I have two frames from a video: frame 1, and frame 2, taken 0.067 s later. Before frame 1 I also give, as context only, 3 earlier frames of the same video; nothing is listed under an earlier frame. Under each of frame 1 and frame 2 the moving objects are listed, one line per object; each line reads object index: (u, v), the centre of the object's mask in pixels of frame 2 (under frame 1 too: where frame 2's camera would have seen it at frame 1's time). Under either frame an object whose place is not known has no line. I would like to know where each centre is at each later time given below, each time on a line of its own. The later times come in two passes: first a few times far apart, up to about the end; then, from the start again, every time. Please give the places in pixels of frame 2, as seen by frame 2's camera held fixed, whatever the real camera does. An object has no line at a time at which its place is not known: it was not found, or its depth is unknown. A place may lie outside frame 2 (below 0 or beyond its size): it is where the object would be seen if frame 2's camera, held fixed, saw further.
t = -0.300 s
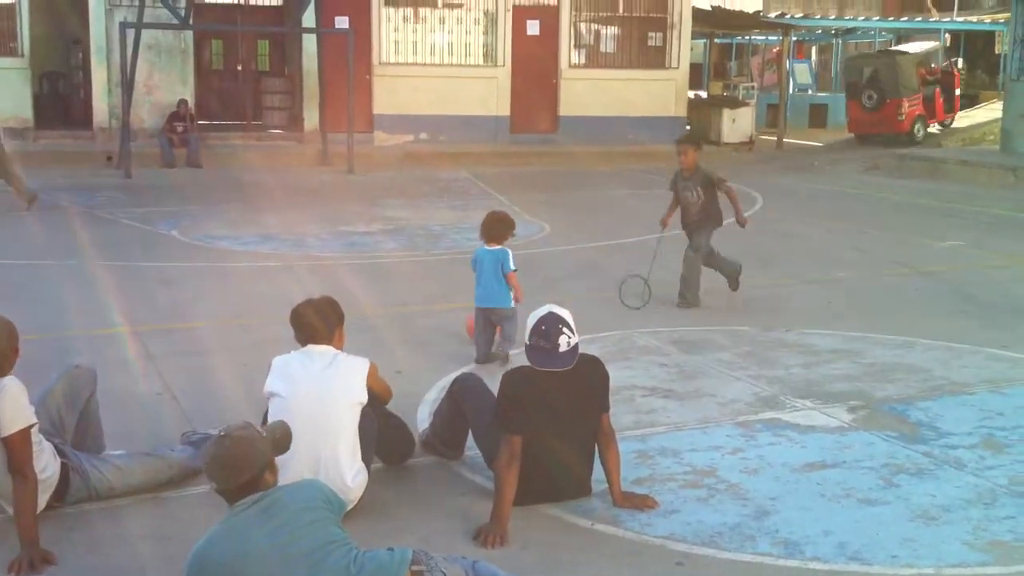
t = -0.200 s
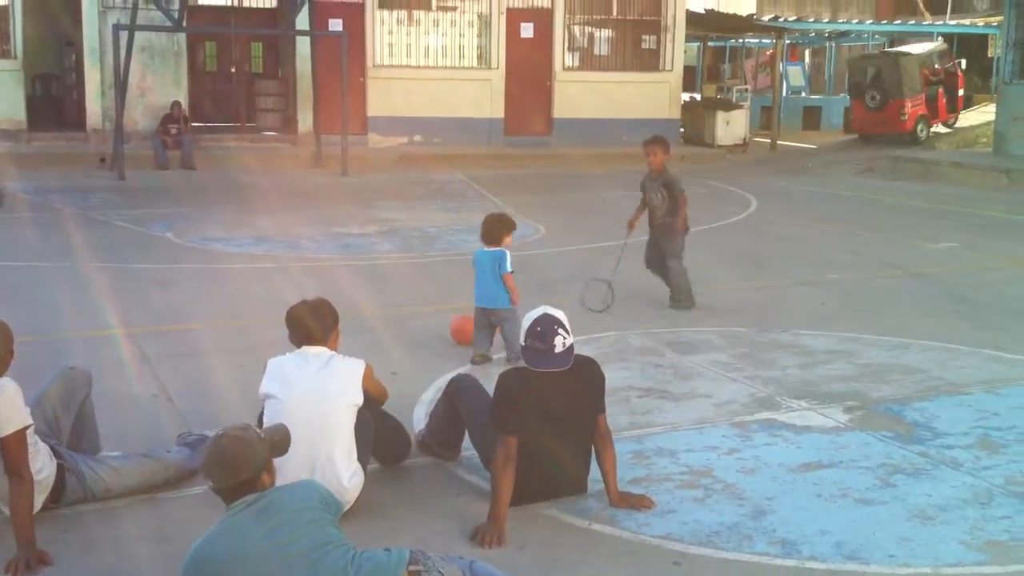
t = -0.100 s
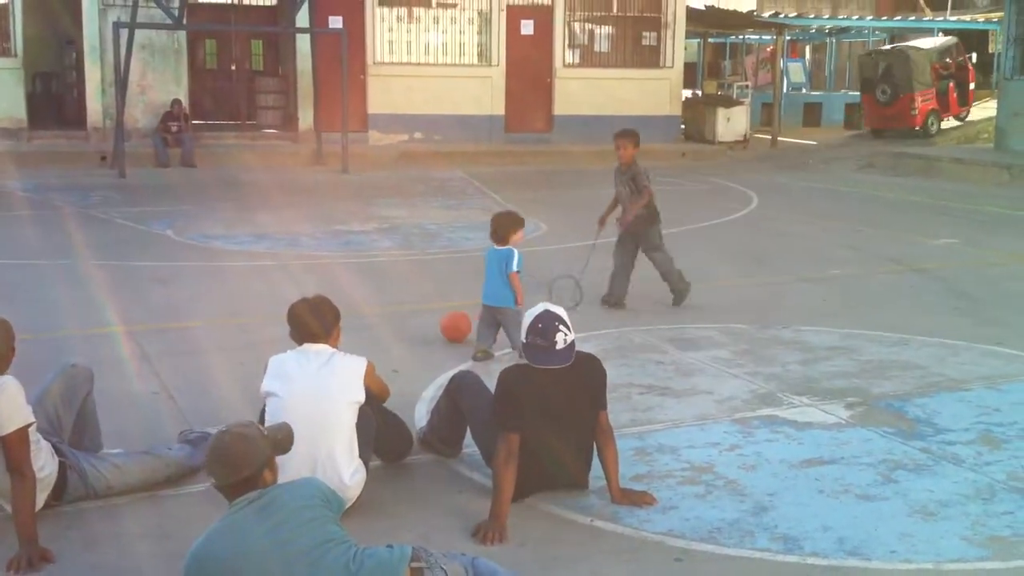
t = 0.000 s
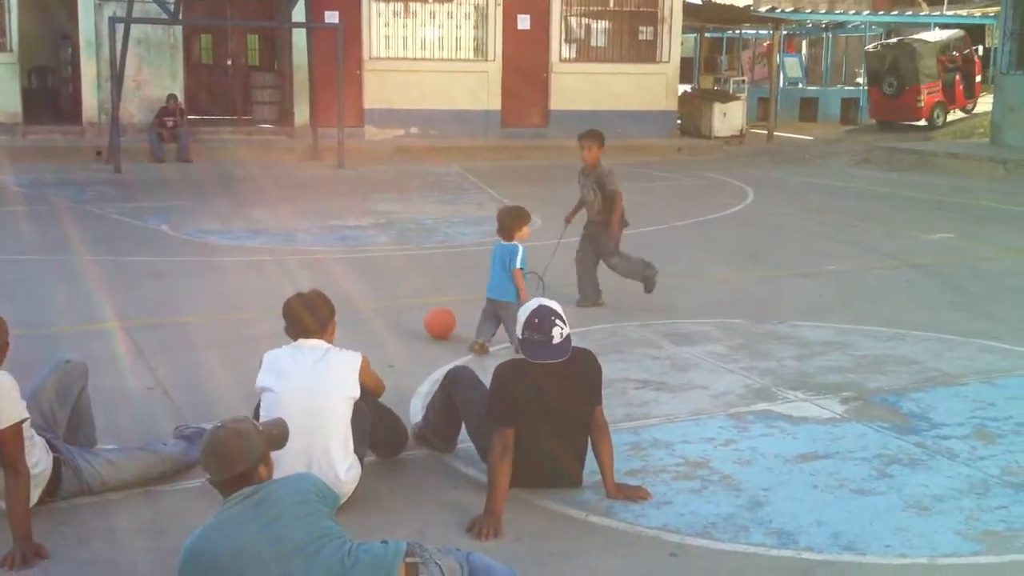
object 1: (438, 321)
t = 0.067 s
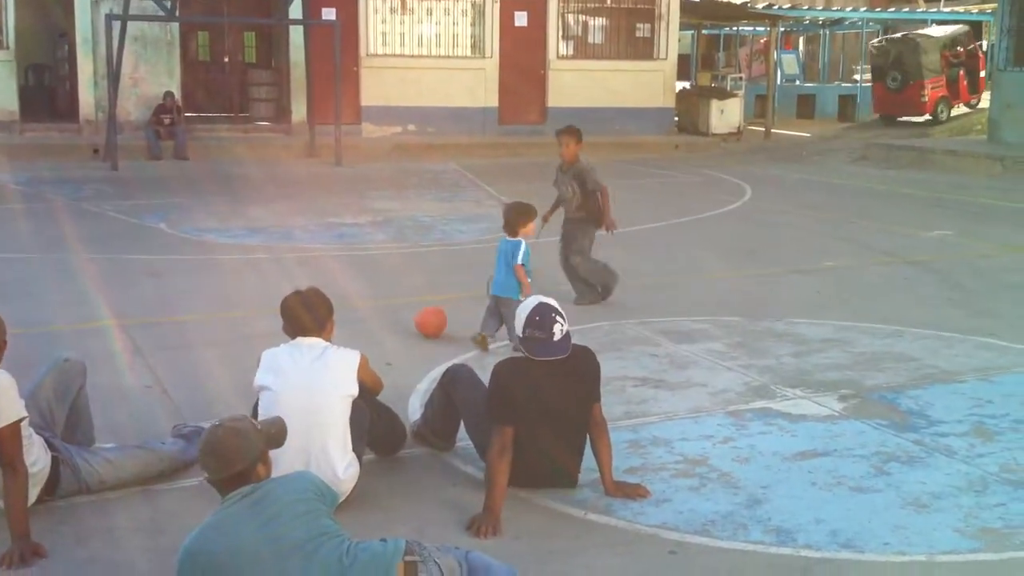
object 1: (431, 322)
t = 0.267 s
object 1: (410, 324)
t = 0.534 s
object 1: (384, 327)
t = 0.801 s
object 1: (357, 331)
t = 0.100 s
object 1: (427, 322)
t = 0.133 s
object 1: (424, 323)
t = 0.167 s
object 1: (421, 323)
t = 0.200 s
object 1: (417, 323)
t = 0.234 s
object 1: (415, 323)
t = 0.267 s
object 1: (410, 324)
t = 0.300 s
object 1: (408, 324)
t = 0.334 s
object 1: (404, 325)
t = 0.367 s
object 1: (401, 325)
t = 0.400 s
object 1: (398, 325)
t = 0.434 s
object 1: (395, 325)
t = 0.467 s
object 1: (392, 327)
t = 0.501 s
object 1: (388, 327)
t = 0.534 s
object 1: (384, 327)
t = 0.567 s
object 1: (381, 327)
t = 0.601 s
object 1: (378, 328)
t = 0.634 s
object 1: (375, 328)
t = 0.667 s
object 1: (371, 328)
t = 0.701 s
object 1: (367, 329)
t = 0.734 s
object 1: (364, 330)
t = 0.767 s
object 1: (361, 330)
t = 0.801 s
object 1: (357, 331)
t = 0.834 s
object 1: (353, 331)
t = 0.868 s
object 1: (350, 332)
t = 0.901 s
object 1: (347, 331)
